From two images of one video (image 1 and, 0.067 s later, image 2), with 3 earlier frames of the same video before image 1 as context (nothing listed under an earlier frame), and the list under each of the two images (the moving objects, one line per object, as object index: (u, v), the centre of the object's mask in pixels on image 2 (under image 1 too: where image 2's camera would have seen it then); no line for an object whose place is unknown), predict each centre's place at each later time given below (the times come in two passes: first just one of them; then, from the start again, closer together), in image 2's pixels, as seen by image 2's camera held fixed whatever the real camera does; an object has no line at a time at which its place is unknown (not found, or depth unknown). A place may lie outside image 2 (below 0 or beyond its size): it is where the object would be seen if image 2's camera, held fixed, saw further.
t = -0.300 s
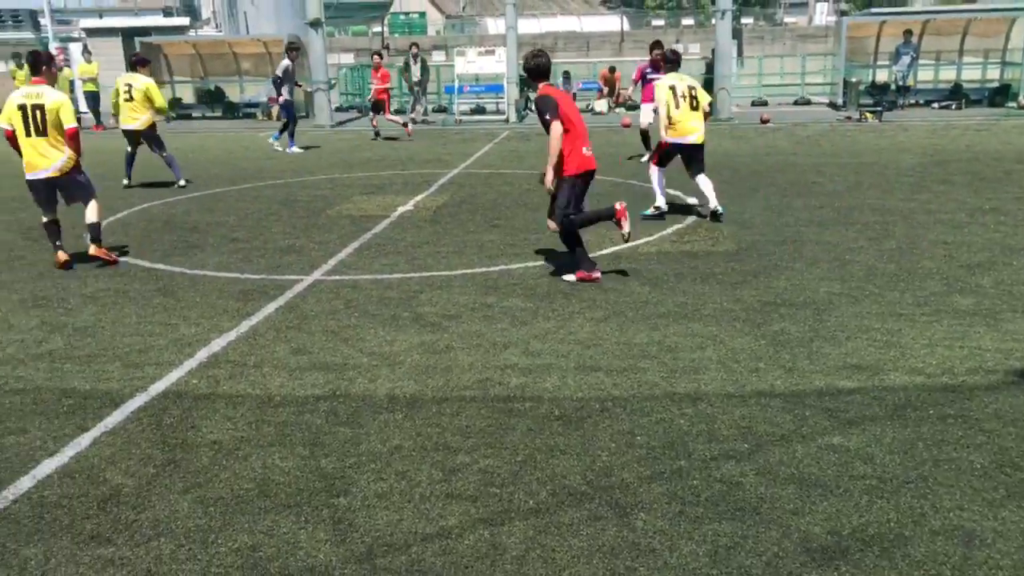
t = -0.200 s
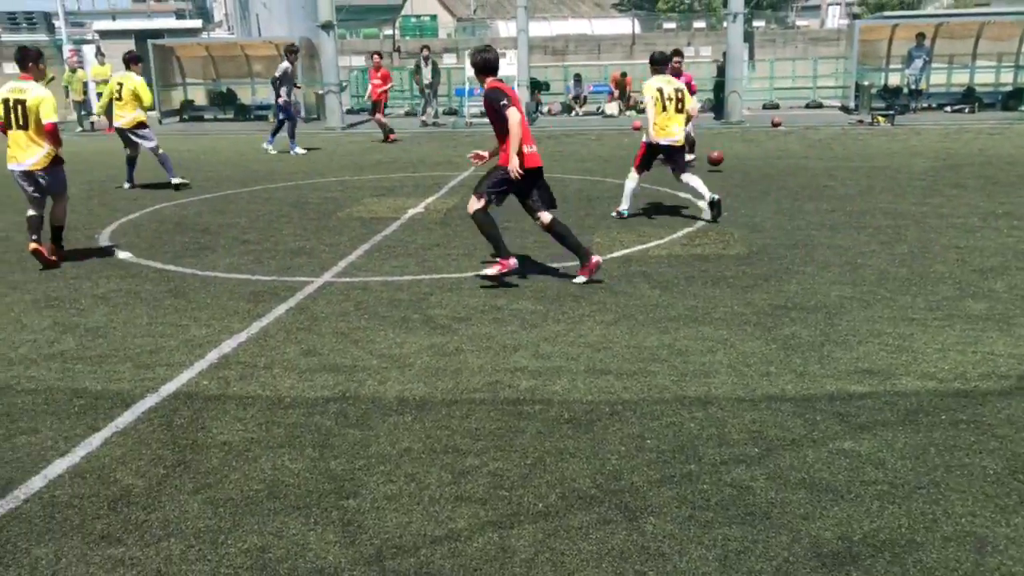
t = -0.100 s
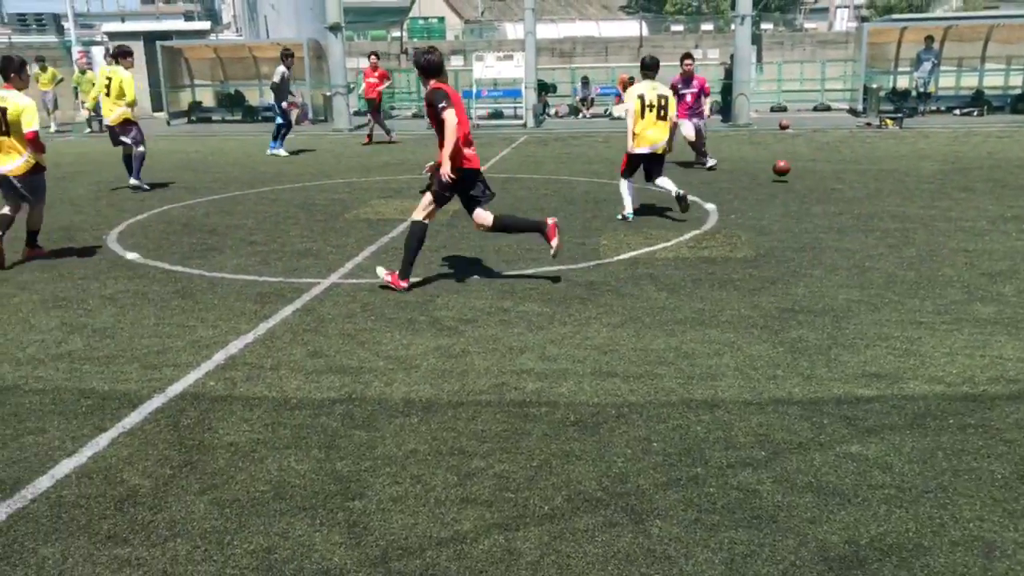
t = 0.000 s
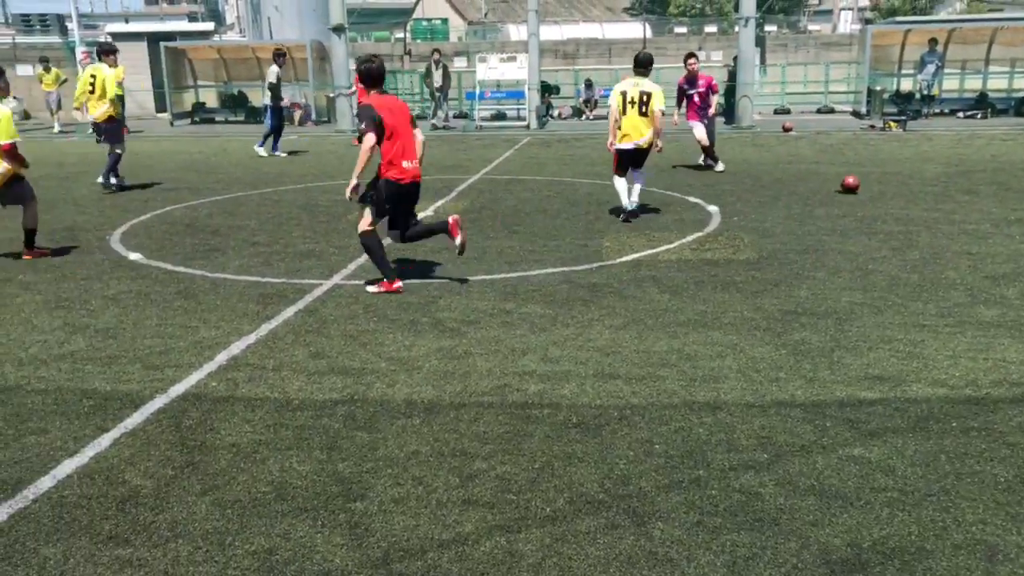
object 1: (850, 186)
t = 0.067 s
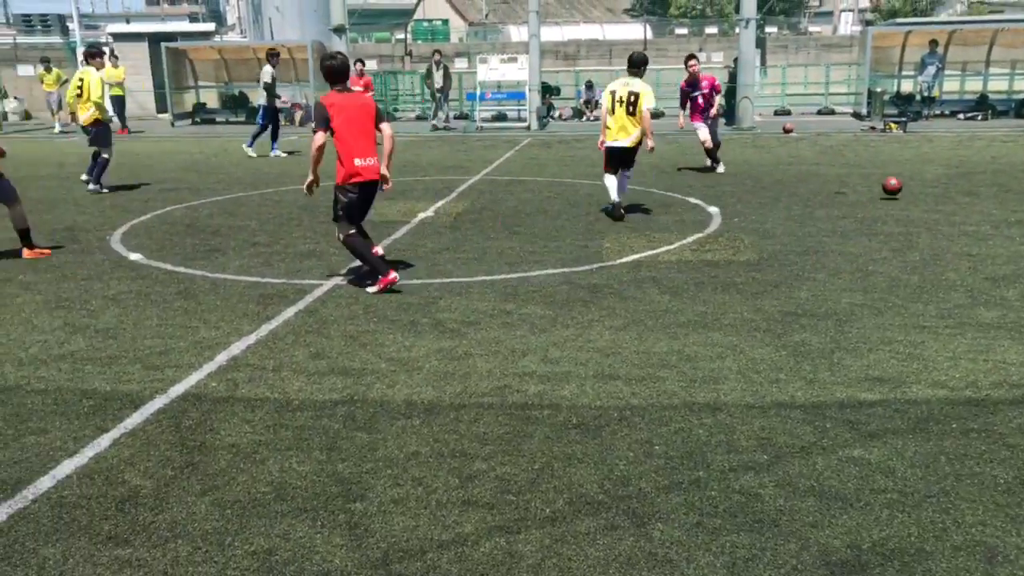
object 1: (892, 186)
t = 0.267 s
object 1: (1030, 207)
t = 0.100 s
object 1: (914, 188)
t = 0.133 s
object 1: (937, 191)
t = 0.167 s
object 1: (960, 195)
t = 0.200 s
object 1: (985, 201)
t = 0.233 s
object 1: (1009, 205)
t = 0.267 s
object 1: (1030, 207)
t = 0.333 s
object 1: (1071, 213)
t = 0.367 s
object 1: (1104, 215)
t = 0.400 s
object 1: (1130, 218)
